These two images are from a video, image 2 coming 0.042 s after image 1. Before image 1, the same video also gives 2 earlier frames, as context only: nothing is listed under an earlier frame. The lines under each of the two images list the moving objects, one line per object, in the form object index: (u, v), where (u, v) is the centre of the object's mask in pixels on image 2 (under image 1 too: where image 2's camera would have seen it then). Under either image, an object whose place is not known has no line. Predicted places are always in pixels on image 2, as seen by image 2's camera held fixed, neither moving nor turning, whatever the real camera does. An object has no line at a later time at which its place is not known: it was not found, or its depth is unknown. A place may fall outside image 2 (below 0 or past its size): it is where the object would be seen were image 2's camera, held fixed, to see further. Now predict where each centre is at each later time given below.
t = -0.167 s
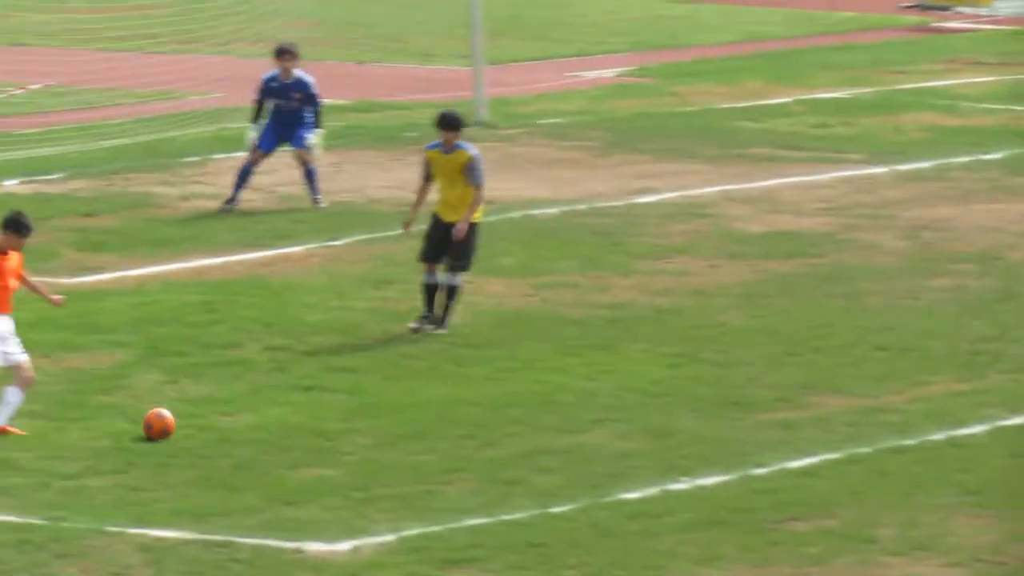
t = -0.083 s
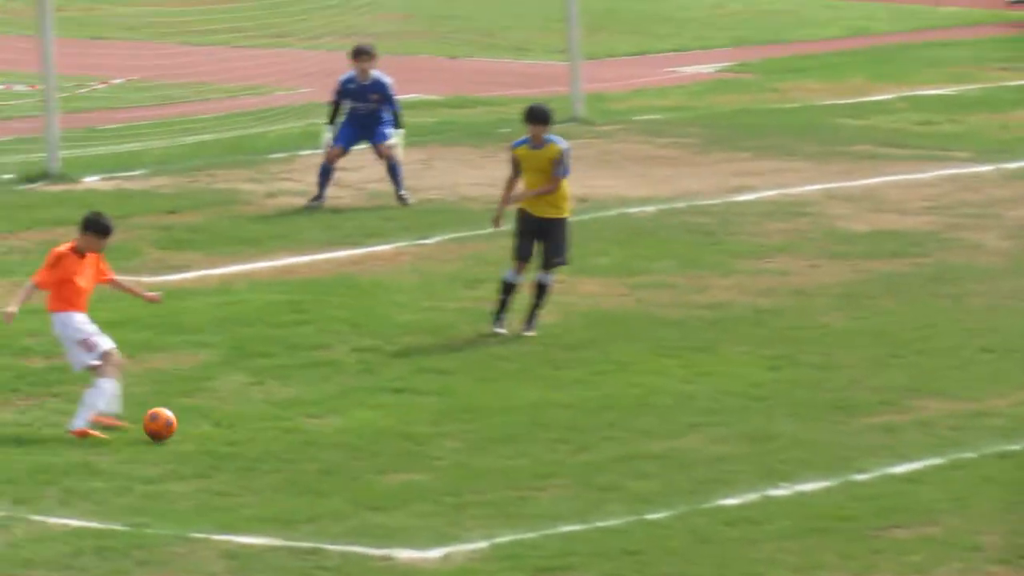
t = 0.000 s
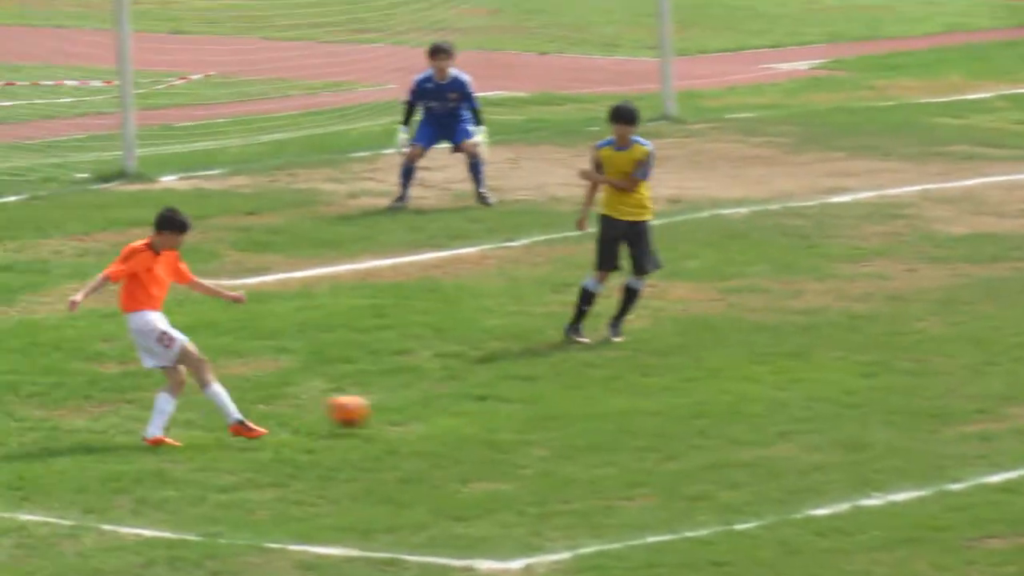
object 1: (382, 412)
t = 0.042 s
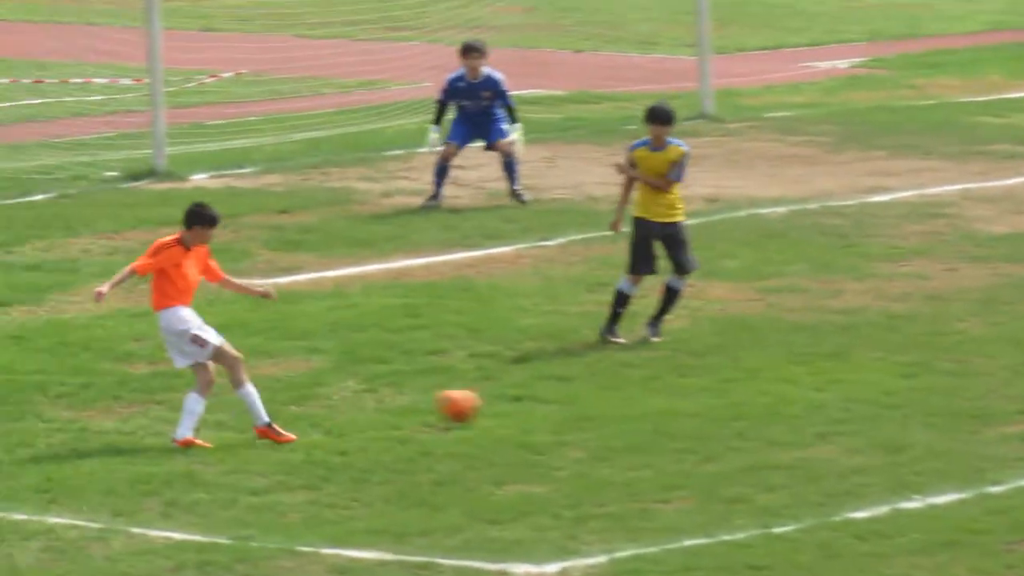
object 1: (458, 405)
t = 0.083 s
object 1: (533, 400)
